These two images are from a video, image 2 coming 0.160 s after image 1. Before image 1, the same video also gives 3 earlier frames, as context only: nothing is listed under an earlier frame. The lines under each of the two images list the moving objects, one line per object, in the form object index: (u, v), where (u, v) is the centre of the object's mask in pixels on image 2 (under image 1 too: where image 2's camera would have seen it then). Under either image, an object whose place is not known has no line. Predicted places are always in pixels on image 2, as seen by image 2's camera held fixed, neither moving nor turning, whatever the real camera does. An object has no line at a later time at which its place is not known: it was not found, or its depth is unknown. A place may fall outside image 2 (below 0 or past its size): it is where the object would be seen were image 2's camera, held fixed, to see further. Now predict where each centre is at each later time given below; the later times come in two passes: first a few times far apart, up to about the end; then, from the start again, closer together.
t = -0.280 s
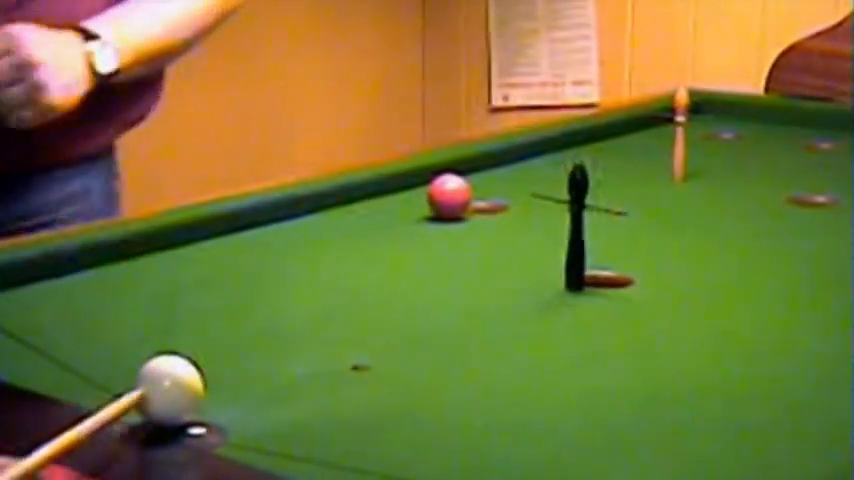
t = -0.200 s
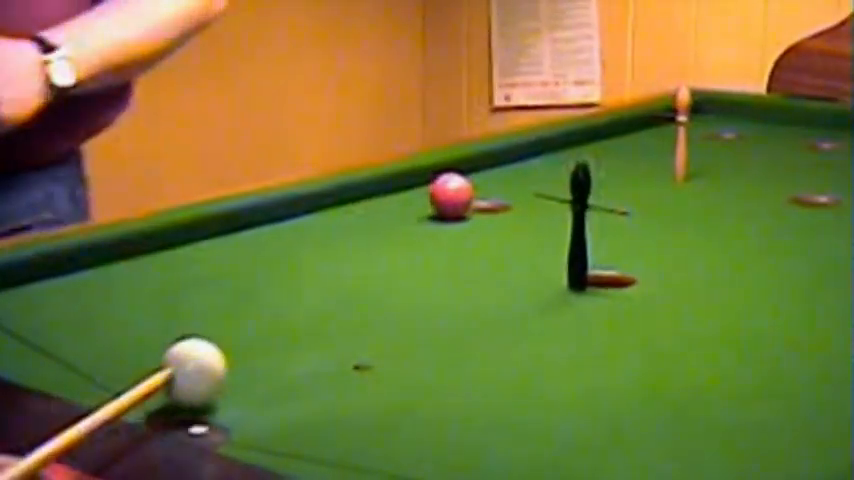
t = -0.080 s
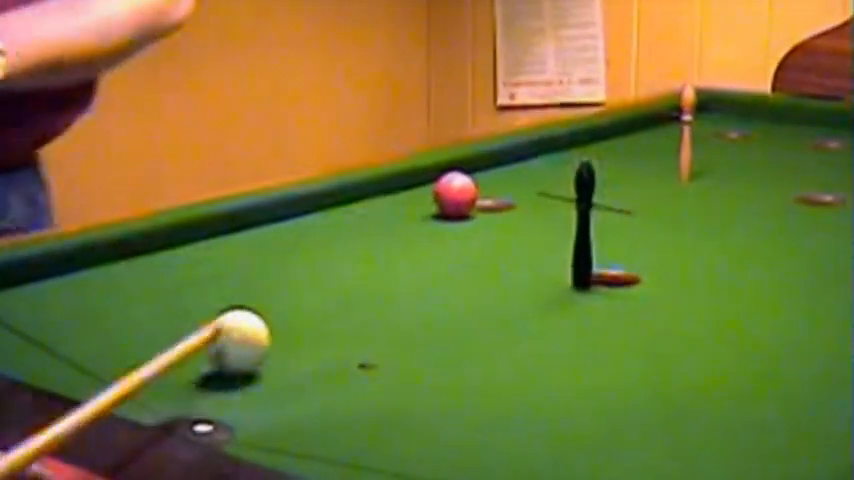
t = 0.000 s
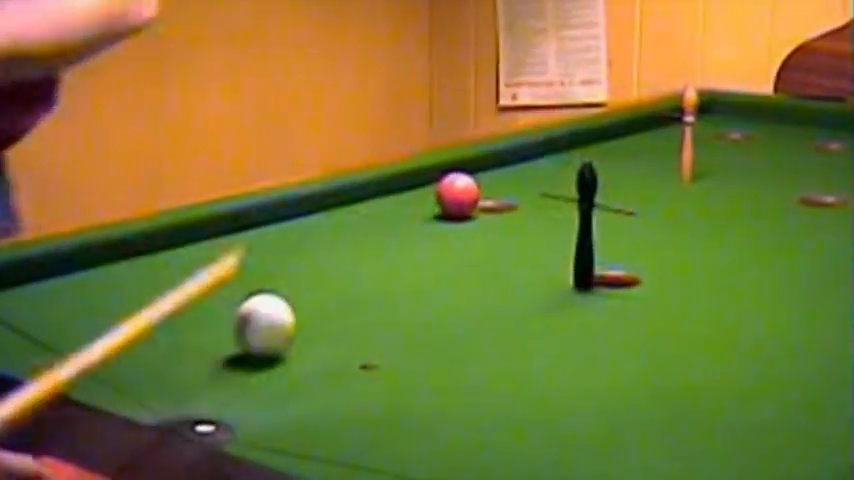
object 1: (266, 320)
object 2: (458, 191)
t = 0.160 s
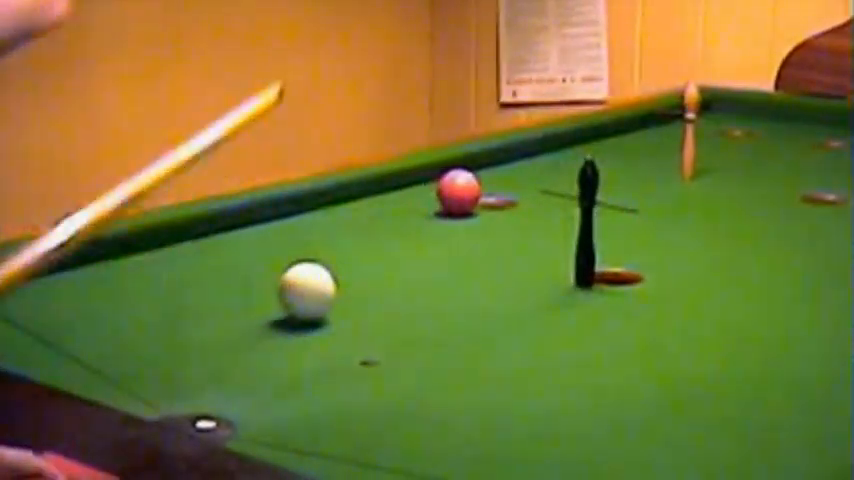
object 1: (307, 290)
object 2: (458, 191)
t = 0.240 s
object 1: (326, 277)
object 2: (458, 191)
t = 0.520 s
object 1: (378, 240)
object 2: (458, 191)
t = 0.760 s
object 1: (413, 214)
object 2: (458, 192)
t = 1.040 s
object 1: (426, 196)
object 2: (475, 187)
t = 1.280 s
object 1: (415, 189)
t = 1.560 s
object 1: (404, 183)
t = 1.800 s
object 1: (398, 179)
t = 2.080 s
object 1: (400, 178)
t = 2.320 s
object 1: (401, 178)
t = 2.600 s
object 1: (401, 178)
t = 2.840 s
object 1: (401, 178)
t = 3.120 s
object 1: (401, 178)
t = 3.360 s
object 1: (401, 178)
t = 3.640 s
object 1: (400, 178)
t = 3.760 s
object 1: (400, 177)
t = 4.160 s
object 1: (400, 177)
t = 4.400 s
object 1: (400, 177)
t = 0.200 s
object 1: (316, 284)
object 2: (458, 191)
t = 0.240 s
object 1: (326, 277)
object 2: (458, 191)
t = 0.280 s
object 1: (334, 272)
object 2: (458, 191)
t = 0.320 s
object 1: (342, 266)
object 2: (458, 191)
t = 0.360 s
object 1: (351, 260)
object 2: (458, 191)
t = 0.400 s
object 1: (358, 254)
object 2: (458, 191)
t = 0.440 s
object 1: (364, 249)
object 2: (459, 191)
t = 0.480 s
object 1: (372, 244)
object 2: (458, 191)
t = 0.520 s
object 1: (378, 240)
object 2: (458, 191)
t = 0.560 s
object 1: (385, 234)
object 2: (458, 191)
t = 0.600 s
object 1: (391, 230)
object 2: (458, 191)
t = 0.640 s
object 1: (397, 226)
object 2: (458, 192)
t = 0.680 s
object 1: (403, 221)
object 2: (459, 191)
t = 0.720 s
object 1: (408, 217)
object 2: (458, 192)
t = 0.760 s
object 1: (413, 214)
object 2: (458, 192)
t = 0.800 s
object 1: (418, 210)
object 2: (459, 191)
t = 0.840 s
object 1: (423, 207)
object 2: (460, 191)
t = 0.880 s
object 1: (427, 203)
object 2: (462, 190)
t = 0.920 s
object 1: (431, 199)
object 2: (464, 190)
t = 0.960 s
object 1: (430, 198)
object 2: (467, 190)
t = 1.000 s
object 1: (428, 197)
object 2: (470, 189)
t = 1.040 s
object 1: (426, 196)
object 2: (475, 187)
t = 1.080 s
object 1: (424, 195)
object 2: (479, 186)
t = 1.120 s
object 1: (422, 194)
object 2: (485, 188)
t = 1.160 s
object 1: (420, 193)
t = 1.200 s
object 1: (418, 191)
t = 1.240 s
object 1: (416, 190)
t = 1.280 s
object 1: (415, 189)
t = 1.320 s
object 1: (413, 188)
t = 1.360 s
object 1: (411, 187)
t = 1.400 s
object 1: (410, 186)
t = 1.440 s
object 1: (408, 185)
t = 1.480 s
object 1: (406, 184)
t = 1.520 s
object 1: (405, 183)
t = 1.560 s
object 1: (404, 183)
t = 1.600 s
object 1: (403, 182)
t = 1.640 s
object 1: (402, 181)
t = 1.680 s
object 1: (401, 181)
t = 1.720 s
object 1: (400, 180)
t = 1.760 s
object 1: (399, 180)
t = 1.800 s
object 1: (398, 179)
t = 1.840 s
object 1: (397, 179)
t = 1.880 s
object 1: (397, 178)
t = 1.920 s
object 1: (396, 178)
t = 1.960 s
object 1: (397, 178)
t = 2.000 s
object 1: (398, 178)
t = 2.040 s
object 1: (400, 178)
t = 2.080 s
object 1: (400, 178)
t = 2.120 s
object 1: (400, 178)
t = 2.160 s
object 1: (401, 178)
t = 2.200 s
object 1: (401, 178)
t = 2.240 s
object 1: (401, 178)
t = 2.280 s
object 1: (401, 178)
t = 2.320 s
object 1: (401, 178)
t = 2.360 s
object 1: (401, 178)
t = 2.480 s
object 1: (401, 178)
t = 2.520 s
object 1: (401, 178)
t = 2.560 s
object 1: (401, 178)
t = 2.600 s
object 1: (401, 178)
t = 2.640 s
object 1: (401, 178)
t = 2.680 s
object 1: (401, 178)
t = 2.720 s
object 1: (400, 178)
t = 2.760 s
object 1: (401, 178)
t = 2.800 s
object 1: (400, 178)
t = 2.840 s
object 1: (401, 178)
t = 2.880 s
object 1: (401, 178)
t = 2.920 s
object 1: (400, 178)
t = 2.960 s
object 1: (401, 178)
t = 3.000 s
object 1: (401, 178)
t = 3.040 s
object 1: (400, 178)
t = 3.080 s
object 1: (400, 178)
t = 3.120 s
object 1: (401, 178)
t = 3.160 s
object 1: (401, 178)
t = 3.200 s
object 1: (401, 179)
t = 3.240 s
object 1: (400, 178)
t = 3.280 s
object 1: (401, 178)
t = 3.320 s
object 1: (400, 178)
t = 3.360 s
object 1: (401, 178)
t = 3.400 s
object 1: (400, 178)
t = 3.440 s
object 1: (400, 178)
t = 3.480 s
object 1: (400, 178)
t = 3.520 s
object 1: (400, 178)
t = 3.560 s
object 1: (400, 178)
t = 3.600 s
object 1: (401, 178)
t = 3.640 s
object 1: (400, 178)
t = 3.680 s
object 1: (400, 177)
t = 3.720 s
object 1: (400, 177)
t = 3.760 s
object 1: (400, 177)
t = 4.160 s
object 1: (400, 177)
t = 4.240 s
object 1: (400, 177)
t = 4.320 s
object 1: (400, 177)
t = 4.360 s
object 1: (400, 177)
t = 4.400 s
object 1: (400, 177)
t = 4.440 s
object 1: (400, 177)
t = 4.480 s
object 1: (400, 177)
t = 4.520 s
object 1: (400, 177)
